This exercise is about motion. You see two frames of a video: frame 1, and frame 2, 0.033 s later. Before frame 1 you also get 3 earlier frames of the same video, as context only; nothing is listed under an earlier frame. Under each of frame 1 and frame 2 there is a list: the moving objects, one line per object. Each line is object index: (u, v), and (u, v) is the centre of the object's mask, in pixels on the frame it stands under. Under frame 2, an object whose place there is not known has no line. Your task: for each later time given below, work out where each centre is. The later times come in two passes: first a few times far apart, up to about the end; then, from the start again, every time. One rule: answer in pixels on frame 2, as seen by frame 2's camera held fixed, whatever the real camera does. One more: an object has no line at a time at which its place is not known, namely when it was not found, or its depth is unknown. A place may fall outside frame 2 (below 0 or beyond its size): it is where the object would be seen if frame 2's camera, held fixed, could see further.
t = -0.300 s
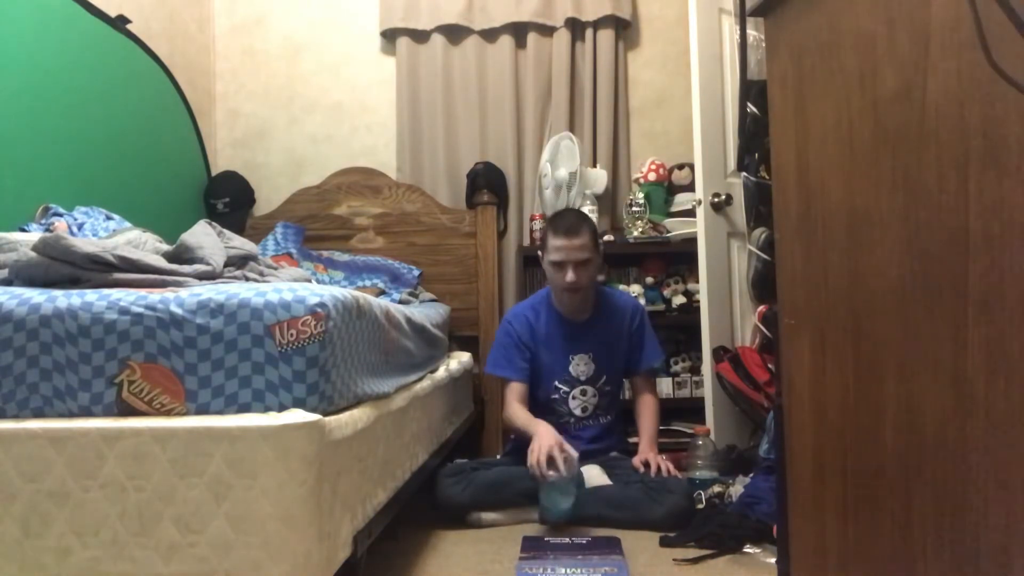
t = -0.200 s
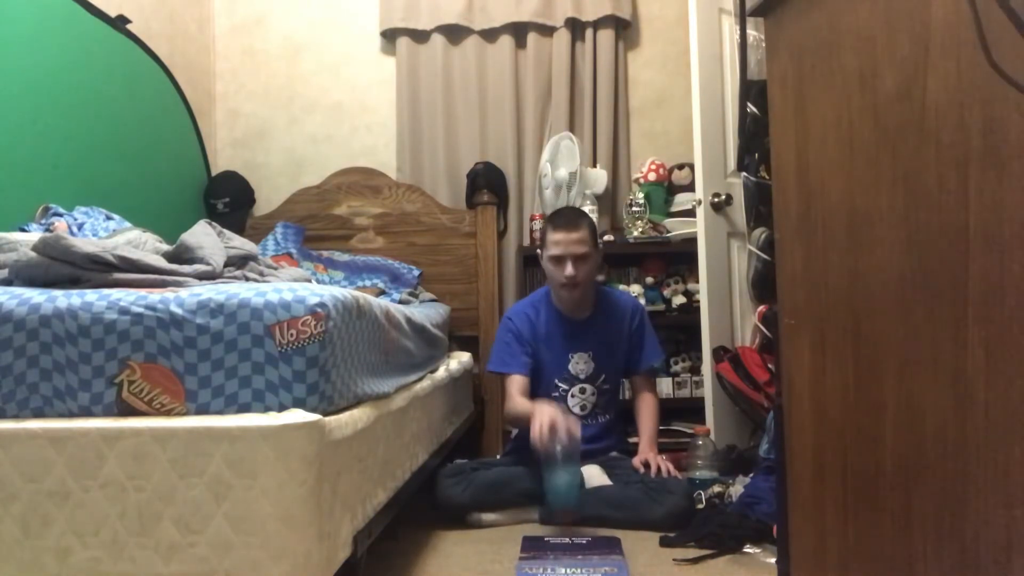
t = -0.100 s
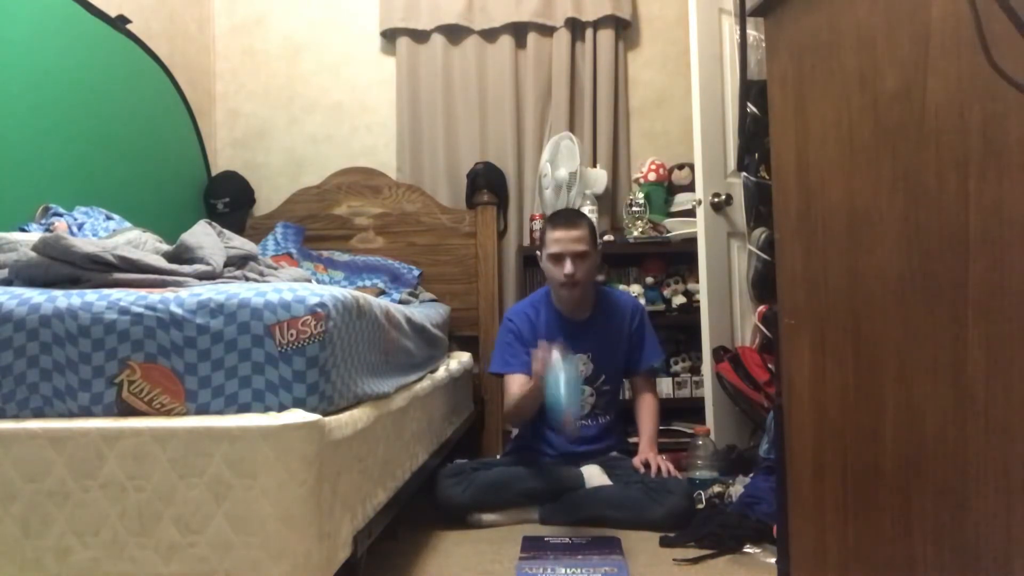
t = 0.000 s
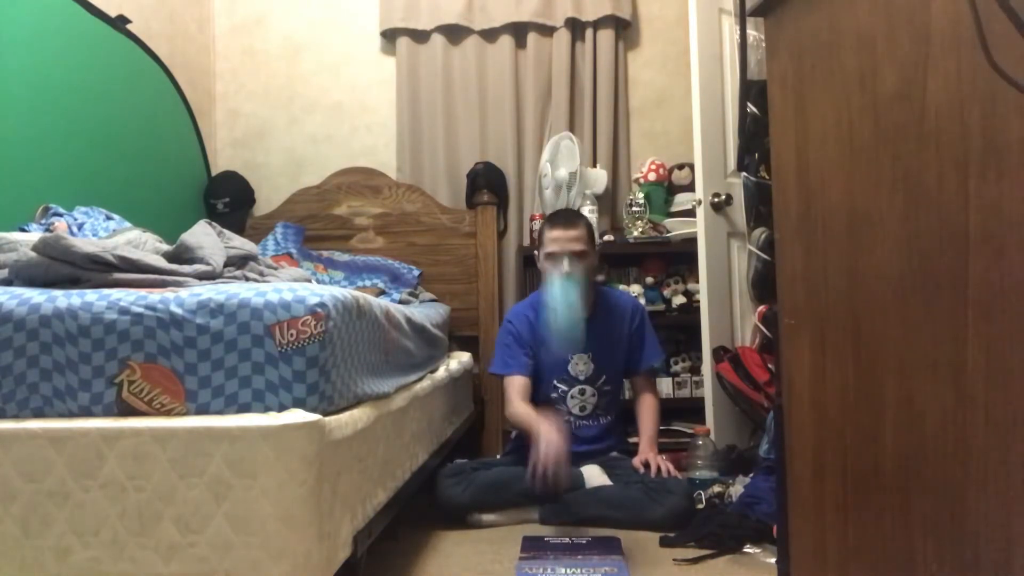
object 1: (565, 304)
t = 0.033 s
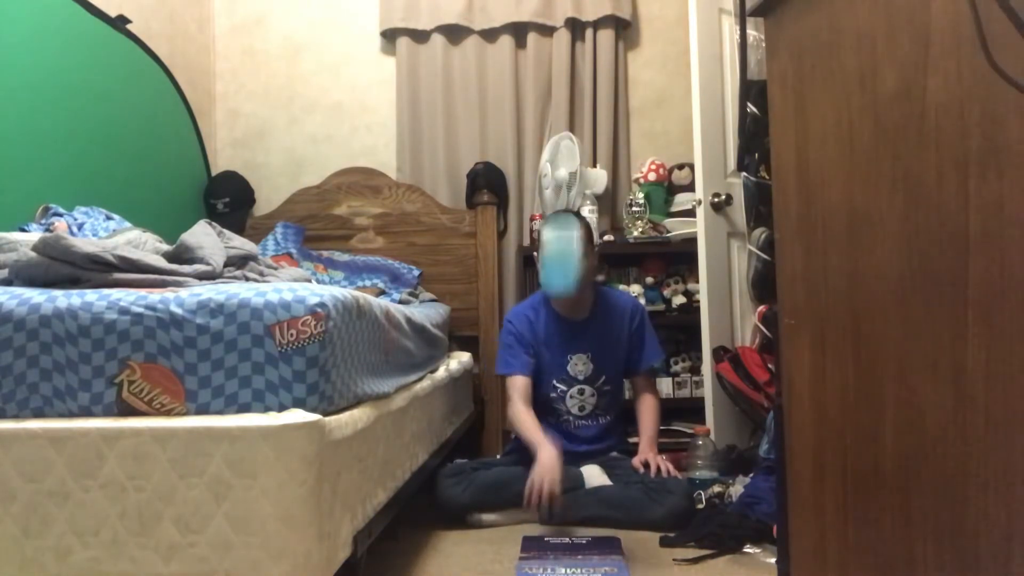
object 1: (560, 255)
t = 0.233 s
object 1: (553, 263)
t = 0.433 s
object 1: (554, 400)
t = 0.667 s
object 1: (554, 517)
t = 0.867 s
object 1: (559, 517)
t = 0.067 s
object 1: (557, 243)
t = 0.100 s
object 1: (554, 233)
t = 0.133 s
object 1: (552, 231)
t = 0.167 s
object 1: (553, 243)
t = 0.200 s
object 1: (552, 254)
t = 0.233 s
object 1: (553, 263)
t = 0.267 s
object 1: (553, 280)
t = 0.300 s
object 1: (554, 299)
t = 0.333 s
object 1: (555, 319)
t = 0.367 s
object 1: (556, 341)
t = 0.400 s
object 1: (554, 369)
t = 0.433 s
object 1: (554, 400)
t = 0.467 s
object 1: (554, 434)
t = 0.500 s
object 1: (555, 493)
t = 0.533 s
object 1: (555, 501)
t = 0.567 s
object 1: (555, 505)
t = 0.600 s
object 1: (555, 513)
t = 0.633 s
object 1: (555, 517)
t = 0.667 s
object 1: (554, 517)
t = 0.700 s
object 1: (555, 516)
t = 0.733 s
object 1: (556, 516)
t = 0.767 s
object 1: (557, 516)
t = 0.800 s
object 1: (558, 516)
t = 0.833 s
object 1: (558, 516)
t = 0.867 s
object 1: (559, 517)
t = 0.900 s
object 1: (559, 518)
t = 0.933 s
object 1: (559, 518)
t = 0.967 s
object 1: (559, 518)
